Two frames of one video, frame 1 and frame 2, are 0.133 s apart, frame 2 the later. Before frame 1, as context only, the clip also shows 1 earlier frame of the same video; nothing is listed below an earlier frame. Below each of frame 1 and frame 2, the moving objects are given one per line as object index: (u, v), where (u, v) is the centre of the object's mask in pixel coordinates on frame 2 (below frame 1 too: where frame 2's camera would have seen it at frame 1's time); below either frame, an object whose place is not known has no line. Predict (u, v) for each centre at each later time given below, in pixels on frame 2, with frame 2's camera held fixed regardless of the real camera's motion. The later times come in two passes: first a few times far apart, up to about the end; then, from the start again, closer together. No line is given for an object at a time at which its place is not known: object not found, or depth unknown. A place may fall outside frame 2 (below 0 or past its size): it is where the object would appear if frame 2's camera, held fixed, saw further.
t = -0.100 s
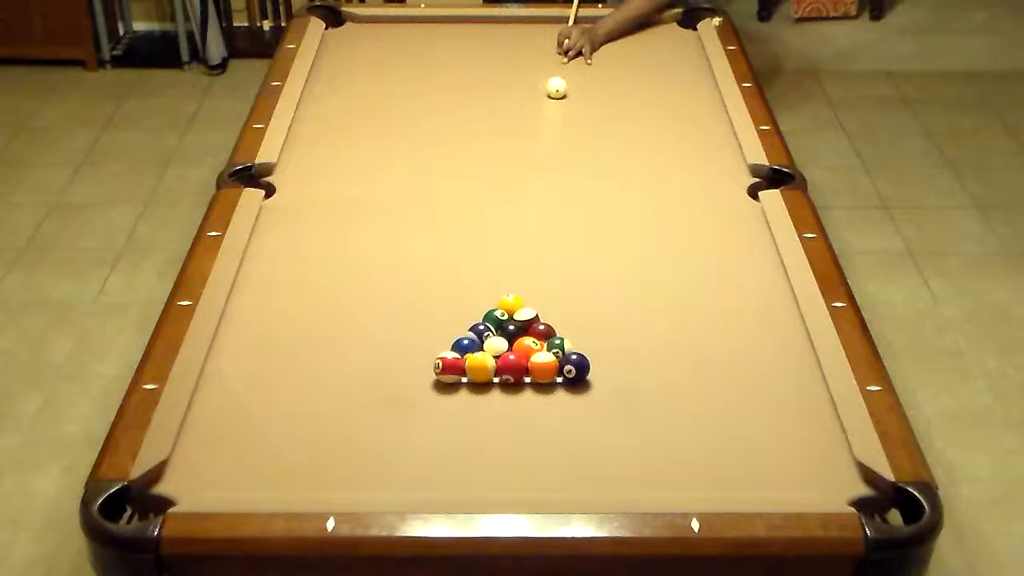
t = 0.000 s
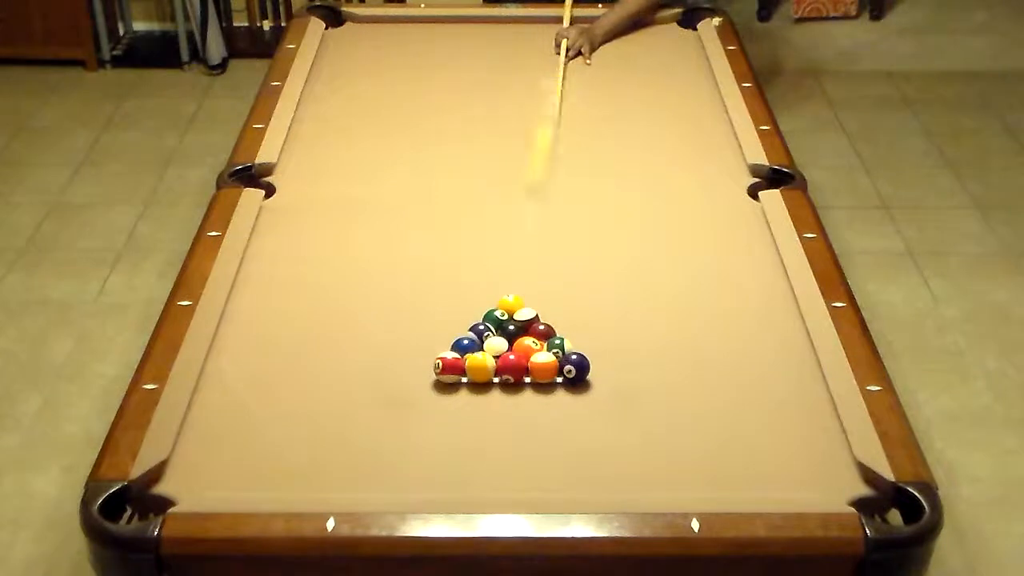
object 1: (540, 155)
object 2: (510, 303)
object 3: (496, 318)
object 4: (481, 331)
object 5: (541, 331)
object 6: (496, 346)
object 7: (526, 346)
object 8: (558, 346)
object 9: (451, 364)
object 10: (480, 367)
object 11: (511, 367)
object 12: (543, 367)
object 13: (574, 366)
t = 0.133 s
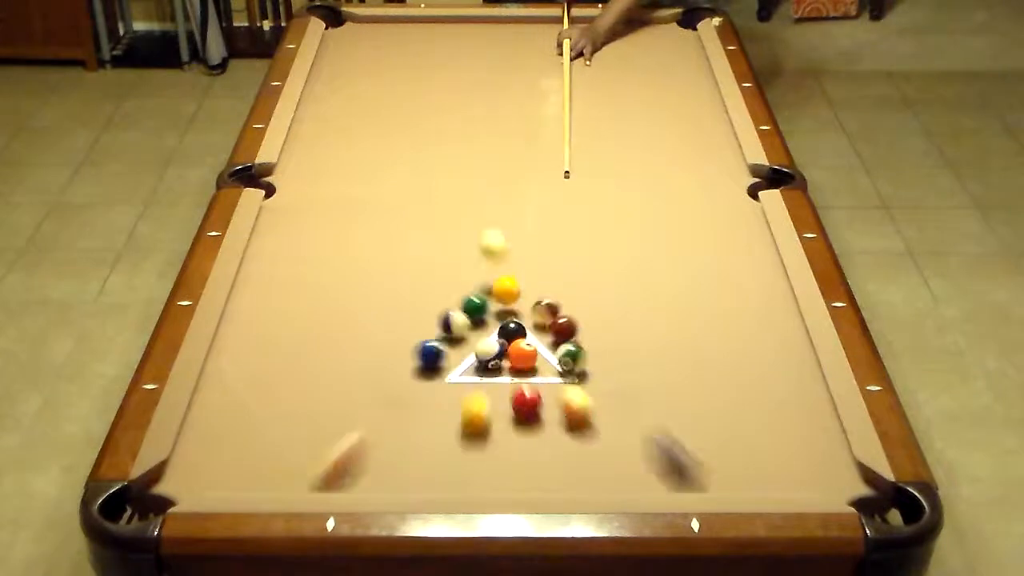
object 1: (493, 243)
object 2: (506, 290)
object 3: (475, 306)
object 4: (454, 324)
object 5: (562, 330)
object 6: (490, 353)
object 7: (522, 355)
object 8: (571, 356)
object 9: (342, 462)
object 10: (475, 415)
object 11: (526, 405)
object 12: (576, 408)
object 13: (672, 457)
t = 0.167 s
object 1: (485, 232)
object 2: (504, 289)
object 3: (467, 303)
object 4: (444, 319)
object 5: (570, 328)
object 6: (487, 355)
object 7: (520, 355)
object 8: (577, 360)
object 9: (299, 466)
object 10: (473, 435)
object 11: (532, 419)
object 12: (590, 427)
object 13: (712, 475)
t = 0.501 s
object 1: (413, 193)
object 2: (483, 248)
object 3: (398, 253)
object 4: (354, 278)
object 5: (646, 303)
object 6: (461, 358)
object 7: (504, 363)
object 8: (631, 384)
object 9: (331, 256)
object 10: (463, 394)
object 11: (571, 441)
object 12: (667, 426)
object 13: (751, 281)
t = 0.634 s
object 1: (389, 180)
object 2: (475, 231)
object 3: (375, 234)
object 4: (323, 262)
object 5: (673, 294)
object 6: (449, 341)
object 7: (498, 365)
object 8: (649, 392)
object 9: (387, 206)
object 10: (465, 373)
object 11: (577, 408)
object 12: (685, 394)
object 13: (703, 232)
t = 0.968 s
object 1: (335, 162)
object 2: (459, 192)
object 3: (321, 195)
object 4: (275, 228)
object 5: (734, 271)
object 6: (420, 289)
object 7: (504, 362)
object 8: (661, 402)
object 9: (491, 108)
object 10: (456, 356)
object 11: (593, 336)
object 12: (751, 335)
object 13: (607, 135)
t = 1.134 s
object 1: (311, 153)
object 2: (452, 176)
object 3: (297, 178)
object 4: (303, 213)
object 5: (762, 261)
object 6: (407, 267)
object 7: (507, 361)
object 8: (666, 406)
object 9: (531, 65)
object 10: (451, 349)
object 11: (599, 305)
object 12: (780, 309)
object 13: (569, 96)
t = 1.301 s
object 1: (298, 144)
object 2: (446, 161)
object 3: (296, 167)
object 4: (329, 203)
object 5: (750, 249)
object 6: (395, 245)
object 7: (509, 359)
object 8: (671, 410)
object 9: (570, 32)
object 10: (446, 342)
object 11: (606, 277)
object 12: (759, 286)
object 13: (536, 61)
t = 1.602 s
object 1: (326, 138)
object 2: (436, 136)
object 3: (339, 164)
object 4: (372, 181)
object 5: (713, 230)
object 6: (376, 212)
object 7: (511, 358)
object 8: (676, 413)
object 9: (657, 51)
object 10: (440, 331)
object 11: (615, 233)
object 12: (717, 254)
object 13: (477, 28)
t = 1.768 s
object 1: (341, 134)
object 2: (430, 124)
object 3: (361, 162)
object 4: (394, 171)
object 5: (694, 218)
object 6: (367, 196)
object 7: (510, 358)
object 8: (678, 414)
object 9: (693, 70)
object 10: (437, 325)
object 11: (619, 211)
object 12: (695, 238)
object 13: (431, 47)
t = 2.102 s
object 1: (367, 127)
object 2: (421, 102)
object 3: (402, 161)
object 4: (434, 152)
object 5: (664, 199)
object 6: (350, 166)
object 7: (510, 358)
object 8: (678, 414)
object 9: (640, 111)
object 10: (434, 318)
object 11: (627, 173)
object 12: (656, 217)
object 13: (332, 85)
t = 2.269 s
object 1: (378, 124)
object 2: (417, 92)
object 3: (421, 159)
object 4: (452, 144)
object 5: (650, 190)
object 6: (343, 153)
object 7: (510, 358)
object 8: (678, 413)
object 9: (611, 131)
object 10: (433, 315)
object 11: (631, 157)
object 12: (638, 209)
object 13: (325, 104)
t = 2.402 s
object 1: (386, 122)
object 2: (414, 85)
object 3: (435, 158)
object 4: (466, 137)
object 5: (639, 185)
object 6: (338, 144)
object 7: (510, 358)
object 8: (678, 413)
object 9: (587, 150)
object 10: (433, 313)
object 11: (633, 145)
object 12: (624, 202)
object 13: (343, 118)
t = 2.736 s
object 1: (404, 116)
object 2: (407, 68)
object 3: (468, 156)
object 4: (495, 123)
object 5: (615, 169)
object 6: (326, 122)
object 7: (510, 359)
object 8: (678, 413)
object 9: (520, 200)
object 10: (432, 309)
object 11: (638, 116)
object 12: (593, 187)
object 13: (390, 156)
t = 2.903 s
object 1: (411, 114)
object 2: (404, 62)
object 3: (482, 155)
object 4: (510, 117)
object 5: (604, 161)
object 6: (321, 112)
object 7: (510, 359)
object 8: (678, 413)
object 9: (484, 228)
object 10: (431, 309)
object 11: (641, 104)
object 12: (579, 179)
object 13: (414, 175)
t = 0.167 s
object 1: (485, 232)
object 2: (504, 289)
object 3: (467, 303)
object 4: (444, 319)
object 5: (570, 328)
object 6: (487, 355)
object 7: (520, 355)
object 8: (577, 360)
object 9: (299, 466)
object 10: (473, 435)
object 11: (532, 419)
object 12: (590, 427)
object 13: (712, 475)
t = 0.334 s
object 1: (446, 216)
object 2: (493, 270)
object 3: (430, 278)
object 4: (397, 297)
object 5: (609, 315)
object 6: (473, 356)
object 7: (512, 359)
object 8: (605, 372)
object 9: (226, 345)
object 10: (467, 450)
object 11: (561, 479)
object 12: (649, 473)
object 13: (772, 361)
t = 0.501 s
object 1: (413, 193)
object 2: (483, 248)
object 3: (398, 253)
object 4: (354, 278)
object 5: (646, 303)
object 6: (461, 358)
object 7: (504, 363)
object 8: (631, 384)
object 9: (331, 256)
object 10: (463, 394)
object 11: (571, 441)
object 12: (667, 426)
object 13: (751, 281)
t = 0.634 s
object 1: (389, 180)
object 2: (475, 231)
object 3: (375, 234)
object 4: (323, 262)
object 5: (673, 294)
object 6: (449, 341)
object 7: (498, 365)
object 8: (649, 392)
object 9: (387, 206)
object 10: (465, 373)
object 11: (577, 408)
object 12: (685, 394)
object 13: (703, 232)
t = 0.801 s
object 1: (361, 172)
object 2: (467, 211)
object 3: (346, 214)
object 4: (285, 243)
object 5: (704, 282)
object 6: (434, 313)
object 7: (500, 365)
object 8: (655, 397)
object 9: (443, 153)
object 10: (461, 365)
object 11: (586, 369)
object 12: (720, 363)
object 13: (651, 179)
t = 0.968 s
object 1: (335, 162)
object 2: (459, 192)
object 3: (321, 195)
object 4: (275, 228)
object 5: (734, 271)
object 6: (420, 289)
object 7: (504, 362)
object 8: (661, 402)
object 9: (491, 108)
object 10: (456, 356)
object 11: (593, 336)
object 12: (751, 335)
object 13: (607, 135)
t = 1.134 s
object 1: (311, 153)
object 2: (452, 176)
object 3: (297, 178)
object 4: (303, 213)
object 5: (762, 261)
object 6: (407, 267)
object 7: (507, 361)
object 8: (666, 406)
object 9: (531, 65)
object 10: (451, 349)
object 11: (599, 305)
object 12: (780, 309)
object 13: (569, 96)
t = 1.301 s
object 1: (298, 144)
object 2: (446, 161)
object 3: (296, 167)
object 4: (329, 203)
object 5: (750, 249)
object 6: (395, 245)
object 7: (509, 359)
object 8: (671, 410)
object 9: (570, 32)
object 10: (446, 342)
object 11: (606, 277)
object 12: (759, 286)
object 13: (536, 61)
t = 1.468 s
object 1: (314, 141)
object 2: (440, 146)
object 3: (321, 165)
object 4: (354, 190)
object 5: (729, 238)
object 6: (384, 227)
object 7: (511, 358)
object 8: (674, 412)
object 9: (615, 32)
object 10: (443, 335)
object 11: (610, 252)
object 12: (735, 267)
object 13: (507, 32)
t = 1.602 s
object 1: (326, 138)
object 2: (436, 136)
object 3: (339, 164)
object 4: (372, 181)
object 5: (713, 230)
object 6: (376, 212)
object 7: (511, 358)
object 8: (676, 413)
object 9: (657, 51)
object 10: (440, 331)
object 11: (615, 233)
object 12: (717, 254)
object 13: (477, 28)
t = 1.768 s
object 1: (341, 134)
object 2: (430, 124)
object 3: (361, 162)
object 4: (394, 171)
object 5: (694, 218)
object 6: (367, 196)
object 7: (510, 358)
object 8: (678, 414)
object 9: (693, 70)
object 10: (437, 325)
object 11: (619, 211)
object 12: (695, 238)
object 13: (431, 47)
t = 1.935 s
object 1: (355, 130)
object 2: (426, 112)
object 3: (383, 162)
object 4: (415, 161)
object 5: (679, 208)
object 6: (358, 180)
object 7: (510, 358)
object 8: (679, 414)
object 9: (667, 91)
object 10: (433, 319)
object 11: (623, 192)
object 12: (675, 226)
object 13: (383, 66)
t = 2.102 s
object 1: (367, 127)
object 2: (421, 102)
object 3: (402, 161)
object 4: (434, 152)
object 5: (664, 199)
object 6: (350, 166)
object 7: (510, 358)
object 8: (678, 414)
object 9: (640, 111)
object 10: (434, 318)
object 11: (627, 173)
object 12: (656, 217)
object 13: (332, 85)
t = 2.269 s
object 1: (378, 124)
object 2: (417, 92)
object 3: (421, 159)
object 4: (452, 144)
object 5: (650, 190)
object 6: (343, 153)
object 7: (510, 358)
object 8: (678, 413)
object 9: (611, 131)
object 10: (433, 315)
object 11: (631, 157)
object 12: (638, 209)
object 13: (325, 104)
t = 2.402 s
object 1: (386, 122)
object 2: (414, 85)
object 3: (435, 158)
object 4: (466, 137)
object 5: (639, 185)
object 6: (338, 144)
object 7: (510, 358)
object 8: (678, 413)
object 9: (587, 150)
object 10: (433, 313)
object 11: (633, 145)
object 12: (624, 202)
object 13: (343, 118)
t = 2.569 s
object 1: (395, 119)
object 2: (410, 76)
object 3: (452, 157)
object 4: (481, 130)
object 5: (626, 176)
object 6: (331, 133)
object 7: (510, 357)
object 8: (679, 413)
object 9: (555, 174)
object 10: (433, 311)
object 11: (636, 130)
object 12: (607, 193)
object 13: (366, 136)
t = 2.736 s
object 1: (404, 116)
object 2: (407, 68)
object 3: (468, 156)
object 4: (495, 123)
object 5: (615, 169)
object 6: (326, 122)
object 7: (510, 359)
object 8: (678, 413)
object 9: (520, 200)
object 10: (432, 309)
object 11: (638, 116)
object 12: (593, 187)
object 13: (390, 156)
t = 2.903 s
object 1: (411, 114)
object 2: (404, 62)
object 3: (482, 155)
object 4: (510, 117)
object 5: (604, 161)
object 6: (321, 112)
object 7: (510, 359)
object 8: (678, 413)
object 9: (484, 228)
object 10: (431, 309)
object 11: (641, 104)
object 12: (579, 179)
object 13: (414, 175)
